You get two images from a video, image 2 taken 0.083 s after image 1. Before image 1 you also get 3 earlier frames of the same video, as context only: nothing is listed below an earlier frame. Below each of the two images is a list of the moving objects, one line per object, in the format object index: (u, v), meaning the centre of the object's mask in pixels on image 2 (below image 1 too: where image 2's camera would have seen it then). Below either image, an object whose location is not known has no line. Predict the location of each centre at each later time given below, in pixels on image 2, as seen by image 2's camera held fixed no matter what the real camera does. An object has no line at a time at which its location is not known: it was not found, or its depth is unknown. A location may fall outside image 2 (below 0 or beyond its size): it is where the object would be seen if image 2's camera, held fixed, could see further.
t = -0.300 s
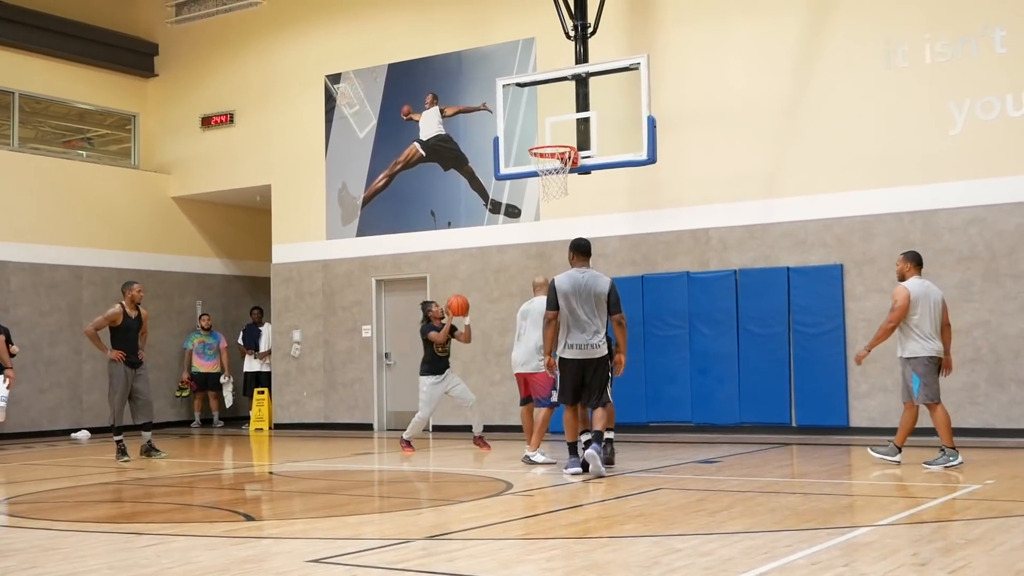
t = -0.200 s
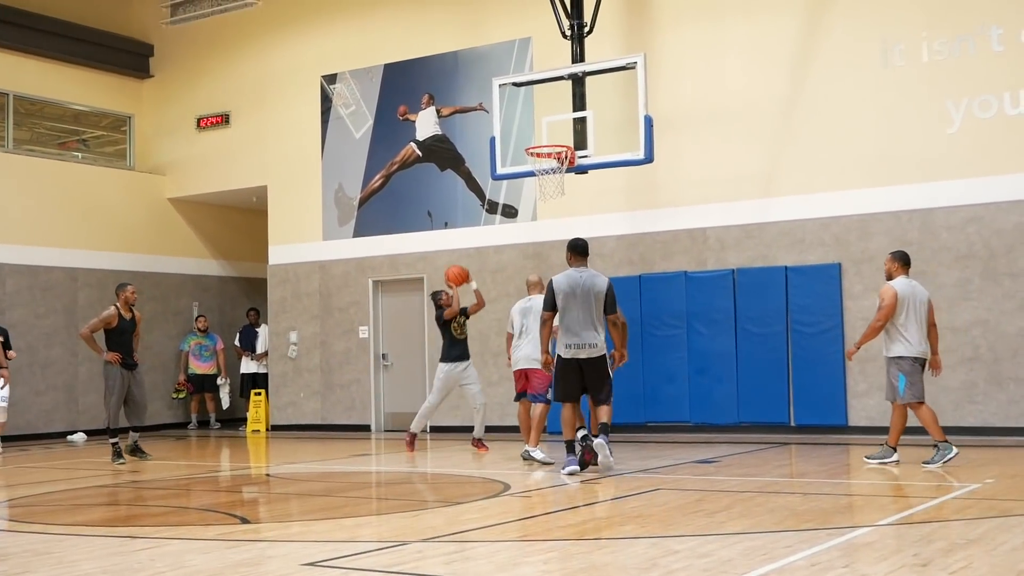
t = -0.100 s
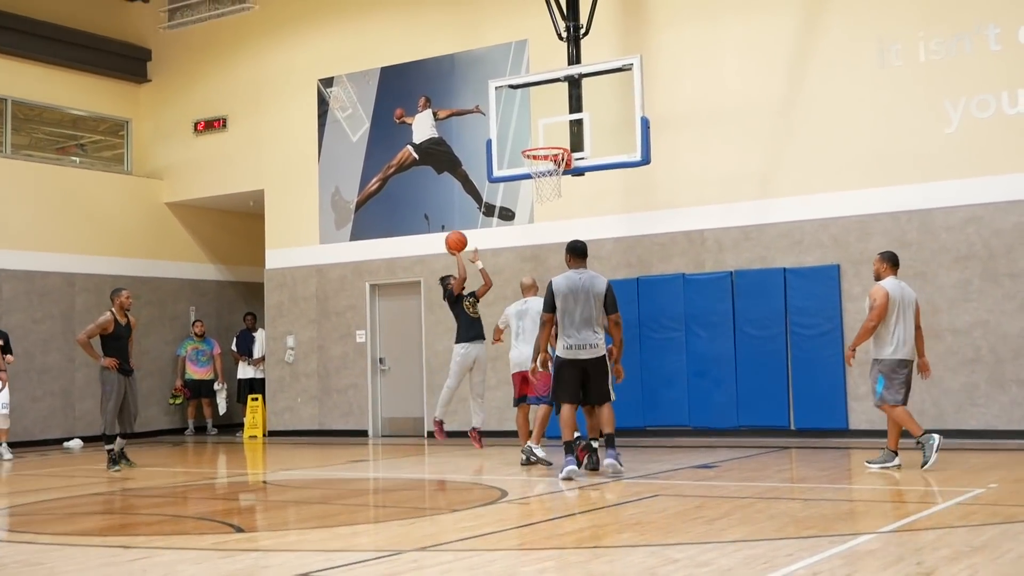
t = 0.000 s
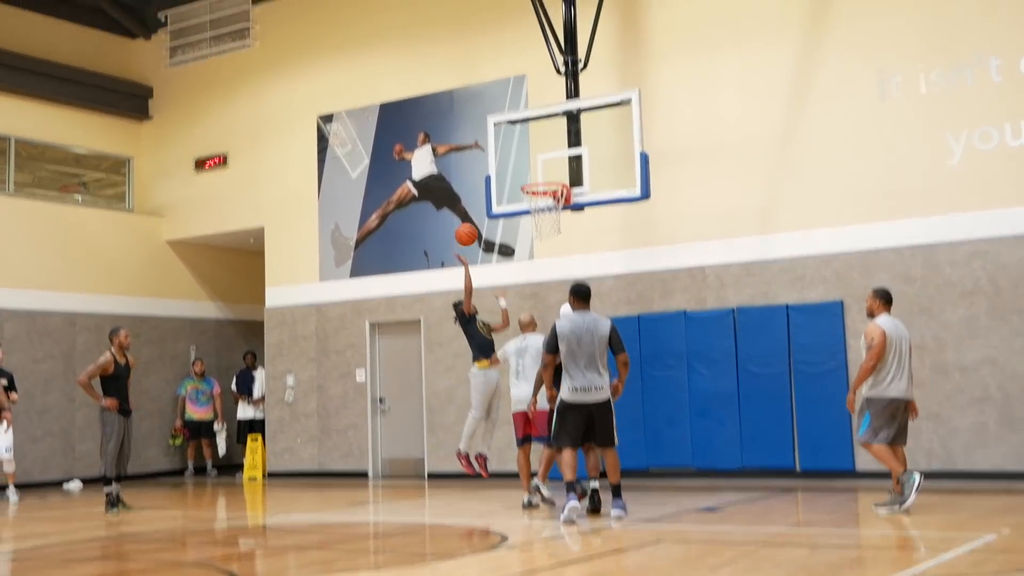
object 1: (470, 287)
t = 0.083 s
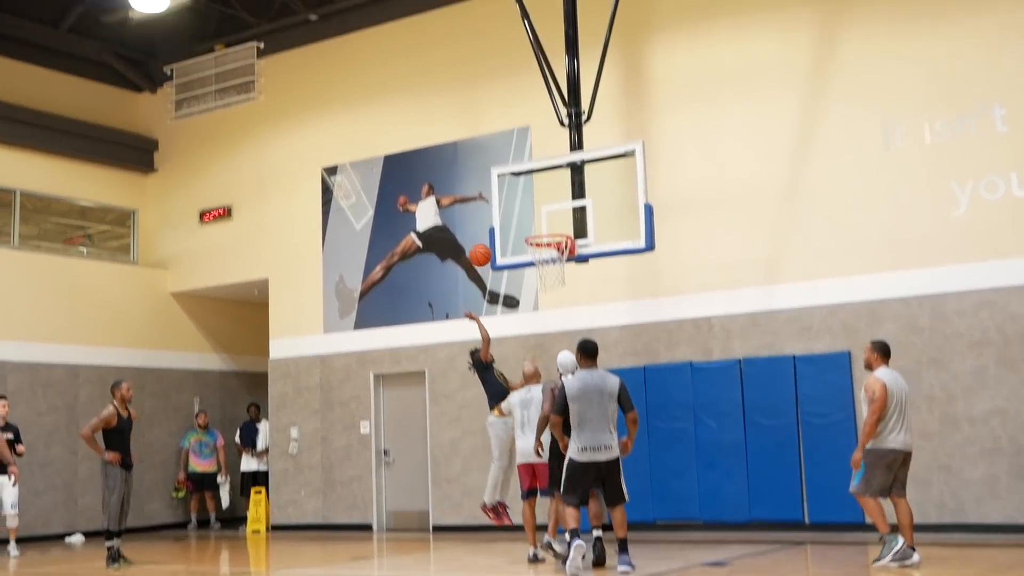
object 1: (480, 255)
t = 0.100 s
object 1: (482, 249)
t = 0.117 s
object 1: (484, 244)
